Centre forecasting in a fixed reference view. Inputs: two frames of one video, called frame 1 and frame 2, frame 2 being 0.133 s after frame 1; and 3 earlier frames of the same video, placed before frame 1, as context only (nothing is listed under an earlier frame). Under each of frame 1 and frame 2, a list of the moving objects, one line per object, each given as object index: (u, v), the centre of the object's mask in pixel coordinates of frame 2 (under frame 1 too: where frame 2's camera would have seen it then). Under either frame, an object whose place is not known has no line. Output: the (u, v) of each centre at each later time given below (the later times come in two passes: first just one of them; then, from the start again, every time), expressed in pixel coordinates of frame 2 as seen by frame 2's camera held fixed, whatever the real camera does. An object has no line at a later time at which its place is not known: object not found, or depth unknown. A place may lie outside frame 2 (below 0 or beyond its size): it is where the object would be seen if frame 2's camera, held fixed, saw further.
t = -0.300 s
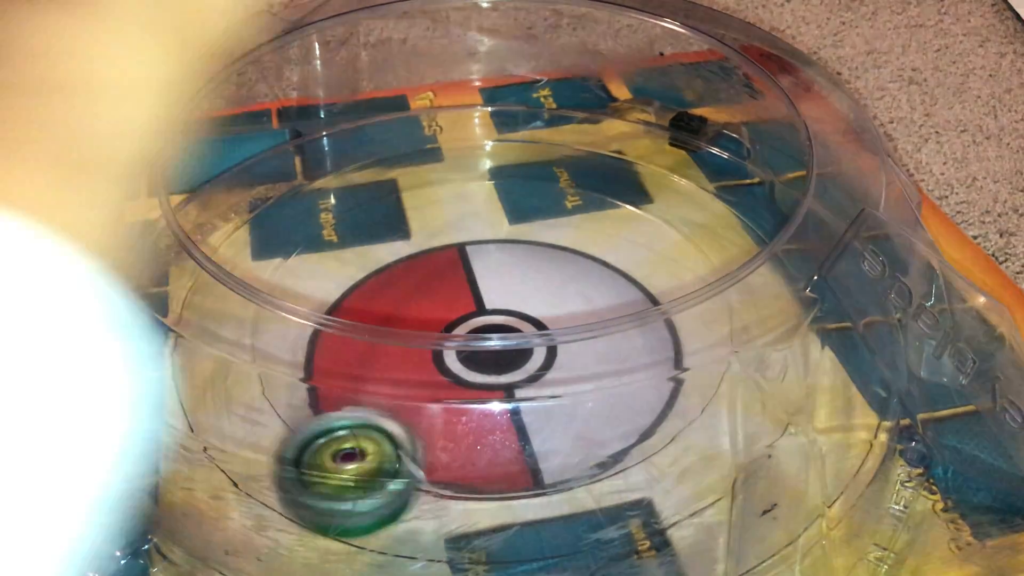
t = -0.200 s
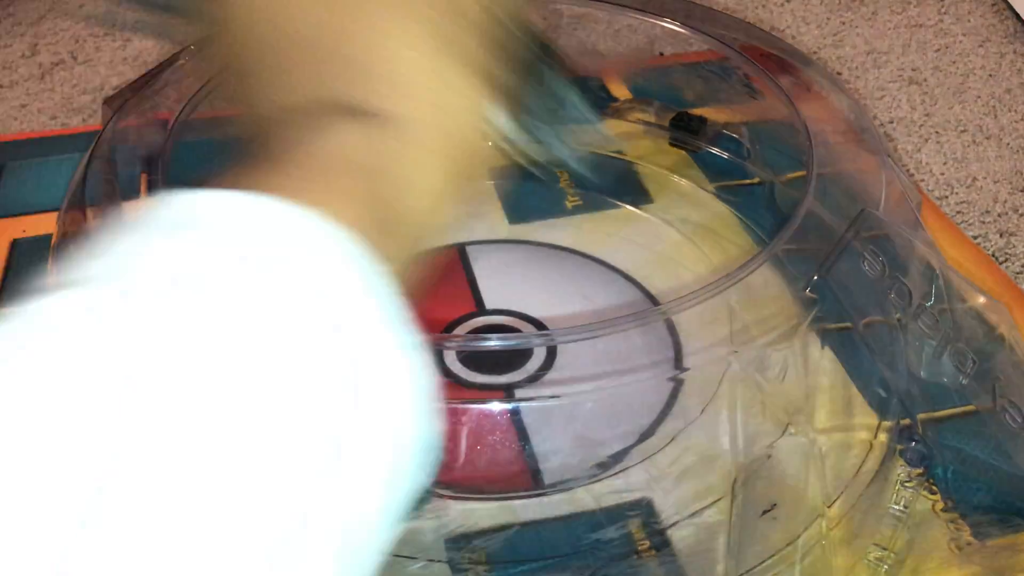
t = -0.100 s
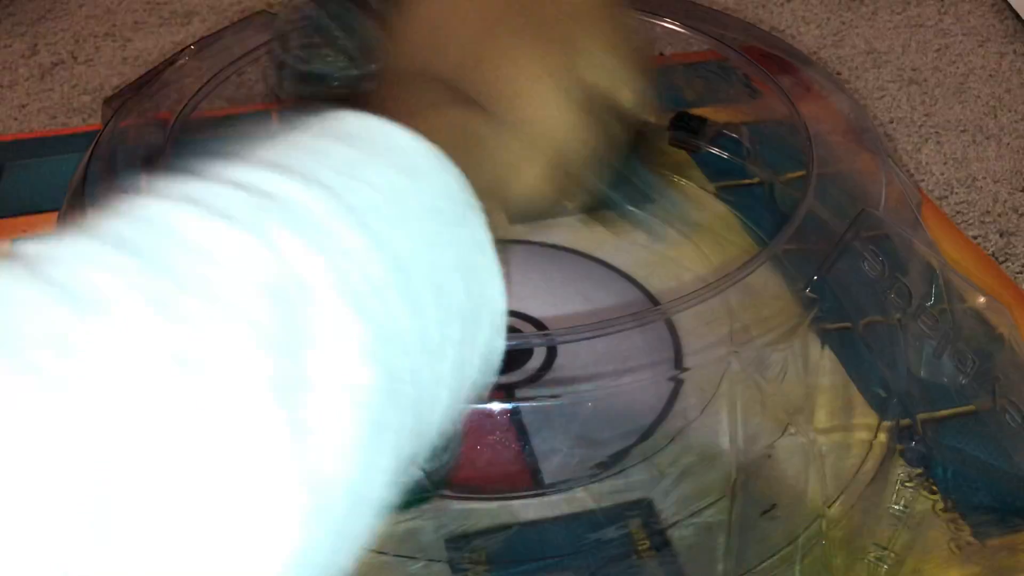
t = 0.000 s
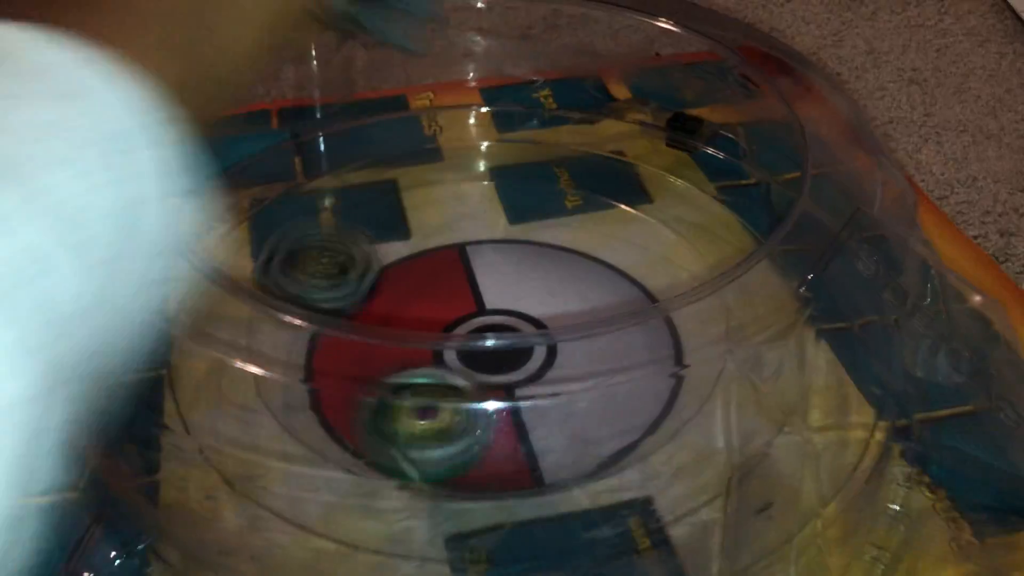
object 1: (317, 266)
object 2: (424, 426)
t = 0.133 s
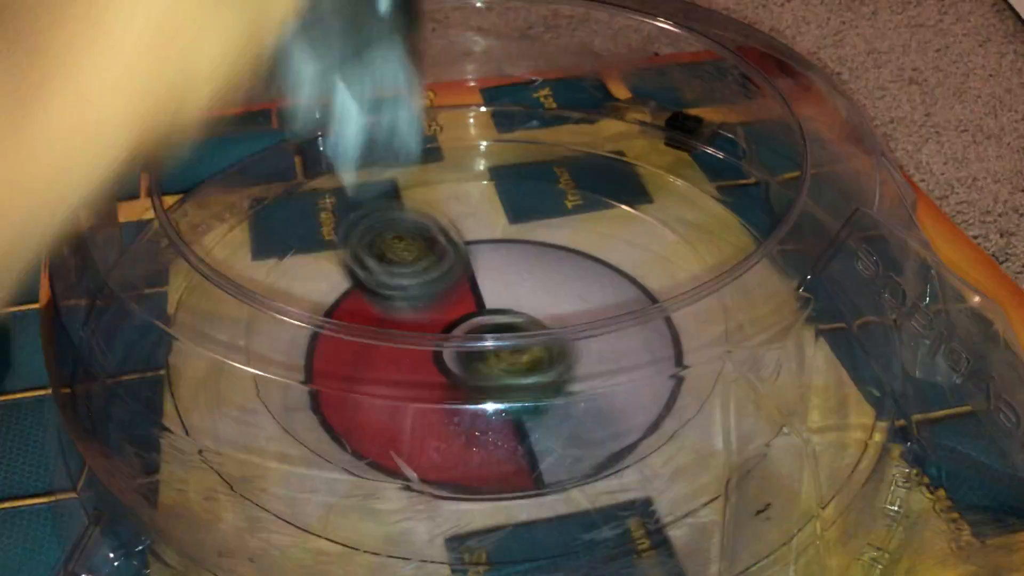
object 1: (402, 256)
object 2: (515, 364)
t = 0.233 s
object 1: (360, 273)
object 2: (681, 283)
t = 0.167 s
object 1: (431, 293)
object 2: (540, 344)
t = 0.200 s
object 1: (392, 300)
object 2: (613, 312)
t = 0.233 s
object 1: (360, 273)
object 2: (681, 283)
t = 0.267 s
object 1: (326, 254)
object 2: (749, 247)
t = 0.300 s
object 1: (284, 233)
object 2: (791, 222)
